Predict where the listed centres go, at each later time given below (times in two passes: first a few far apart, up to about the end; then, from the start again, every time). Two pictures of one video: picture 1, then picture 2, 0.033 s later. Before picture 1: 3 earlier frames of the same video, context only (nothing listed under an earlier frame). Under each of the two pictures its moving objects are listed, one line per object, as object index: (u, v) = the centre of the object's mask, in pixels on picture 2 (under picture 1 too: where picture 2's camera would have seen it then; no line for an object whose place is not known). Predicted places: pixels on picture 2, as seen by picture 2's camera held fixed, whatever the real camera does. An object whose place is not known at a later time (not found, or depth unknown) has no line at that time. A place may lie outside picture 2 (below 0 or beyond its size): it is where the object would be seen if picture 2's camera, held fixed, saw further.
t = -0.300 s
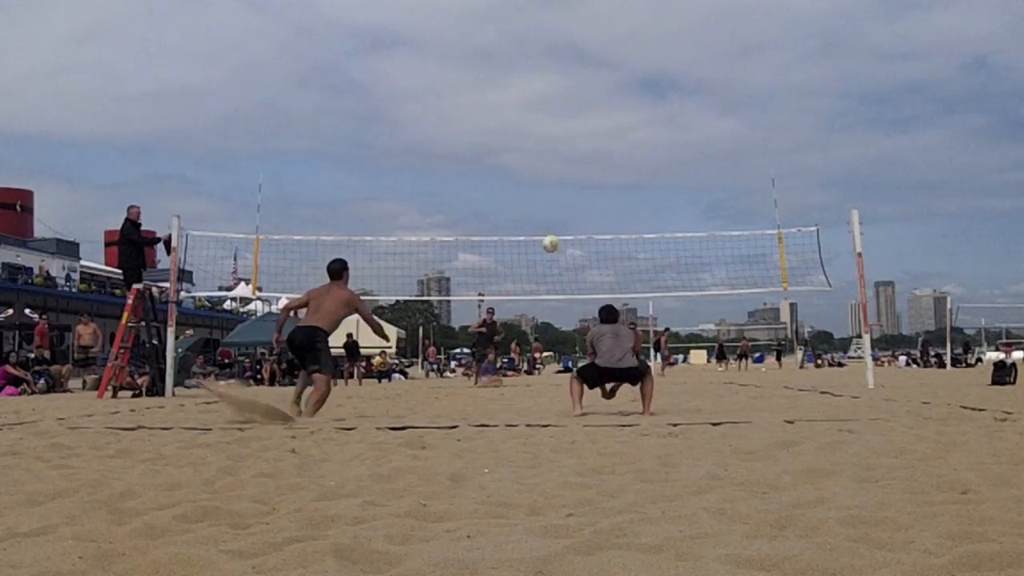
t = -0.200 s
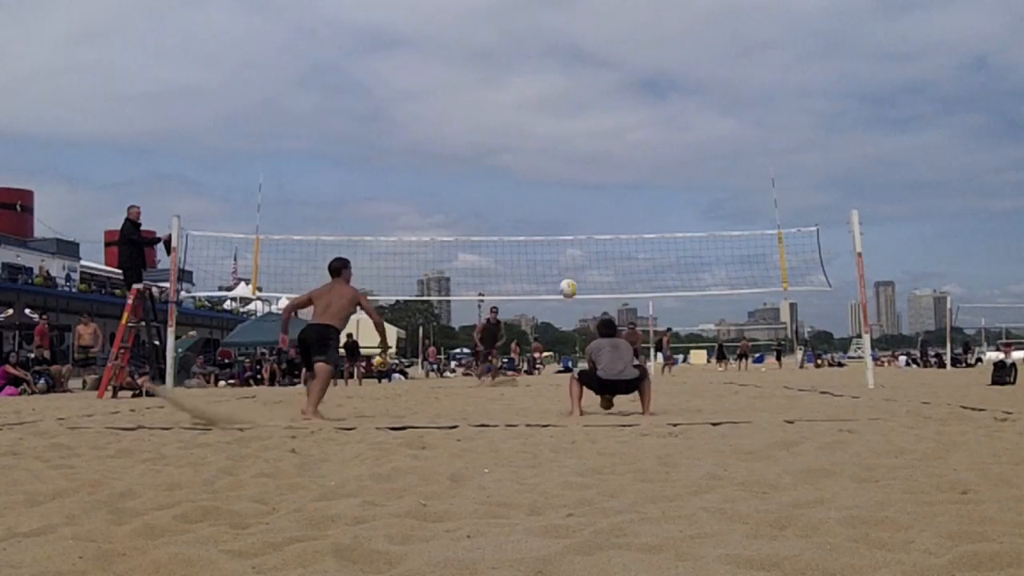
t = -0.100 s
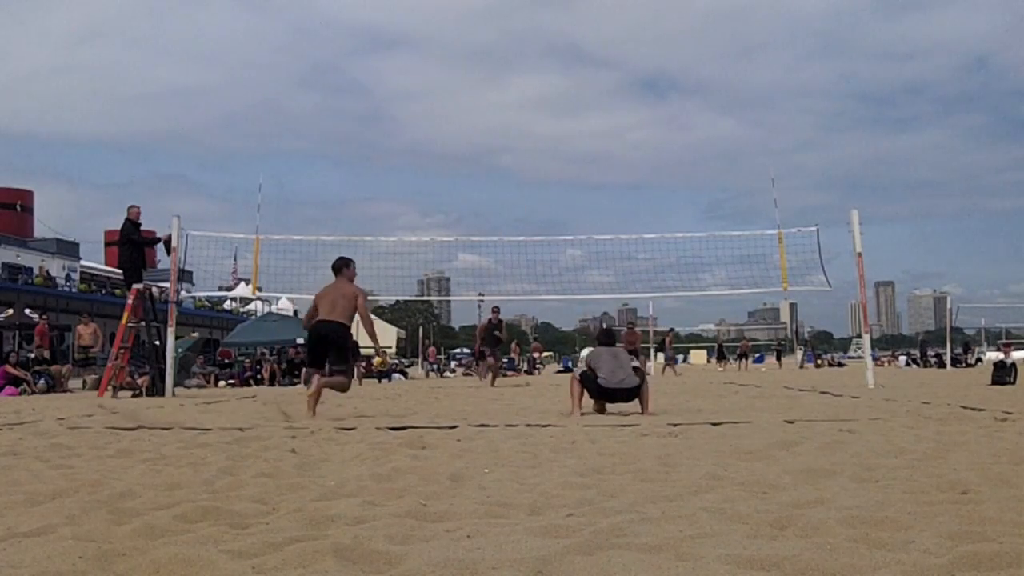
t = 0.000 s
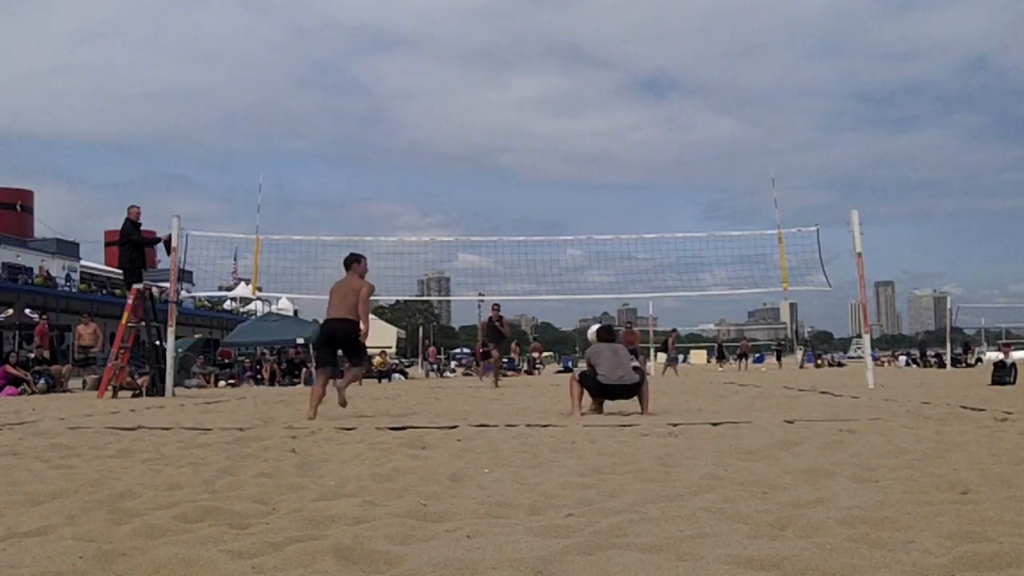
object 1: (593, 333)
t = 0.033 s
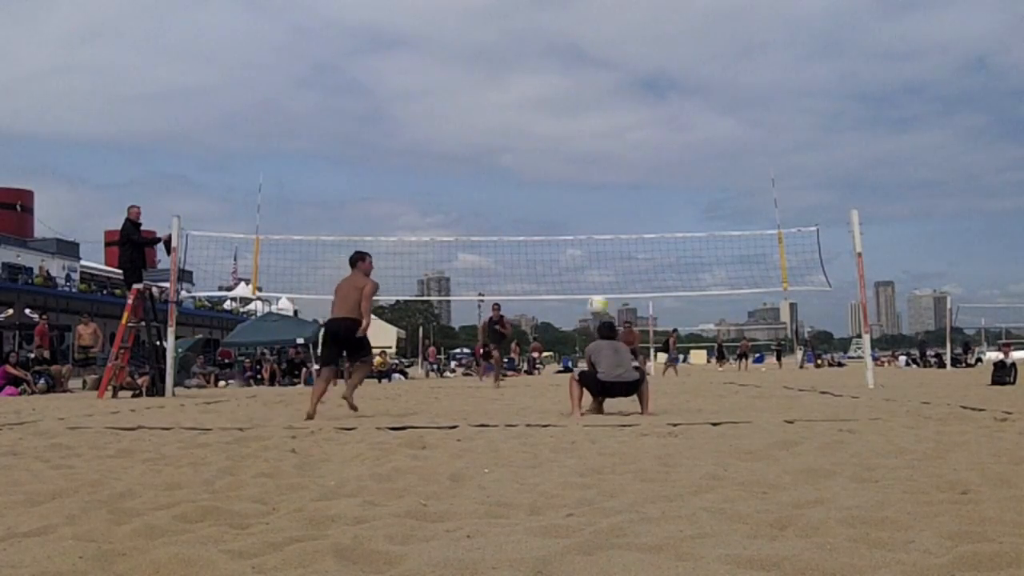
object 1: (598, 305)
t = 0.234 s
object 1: (596, 169)
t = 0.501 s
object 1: (594, 55)
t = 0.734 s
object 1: (593, 11)
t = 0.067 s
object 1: (597, 280)
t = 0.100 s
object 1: (597, 255)
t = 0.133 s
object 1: (596, 232)
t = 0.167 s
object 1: (596, 209)
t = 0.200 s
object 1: (595, 188)
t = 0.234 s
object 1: (596, 169)
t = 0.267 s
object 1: (595, 150)
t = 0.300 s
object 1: (595, 134)
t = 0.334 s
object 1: (594, 118)
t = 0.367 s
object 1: (594, 103)
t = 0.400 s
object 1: (594, 89)
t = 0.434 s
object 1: (594, 77)
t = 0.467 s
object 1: (594, 65)
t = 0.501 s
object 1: (594, 55)
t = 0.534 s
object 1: (594, 46)
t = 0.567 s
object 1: (594, 38)
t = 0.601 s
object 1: (593, 30)
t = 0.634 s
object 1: (593, 25)
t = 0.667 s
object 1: (593, 19)
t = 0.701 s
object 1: (593, 15)
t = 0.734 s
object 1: (593, 11)
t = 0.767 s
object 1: (594, 9)
